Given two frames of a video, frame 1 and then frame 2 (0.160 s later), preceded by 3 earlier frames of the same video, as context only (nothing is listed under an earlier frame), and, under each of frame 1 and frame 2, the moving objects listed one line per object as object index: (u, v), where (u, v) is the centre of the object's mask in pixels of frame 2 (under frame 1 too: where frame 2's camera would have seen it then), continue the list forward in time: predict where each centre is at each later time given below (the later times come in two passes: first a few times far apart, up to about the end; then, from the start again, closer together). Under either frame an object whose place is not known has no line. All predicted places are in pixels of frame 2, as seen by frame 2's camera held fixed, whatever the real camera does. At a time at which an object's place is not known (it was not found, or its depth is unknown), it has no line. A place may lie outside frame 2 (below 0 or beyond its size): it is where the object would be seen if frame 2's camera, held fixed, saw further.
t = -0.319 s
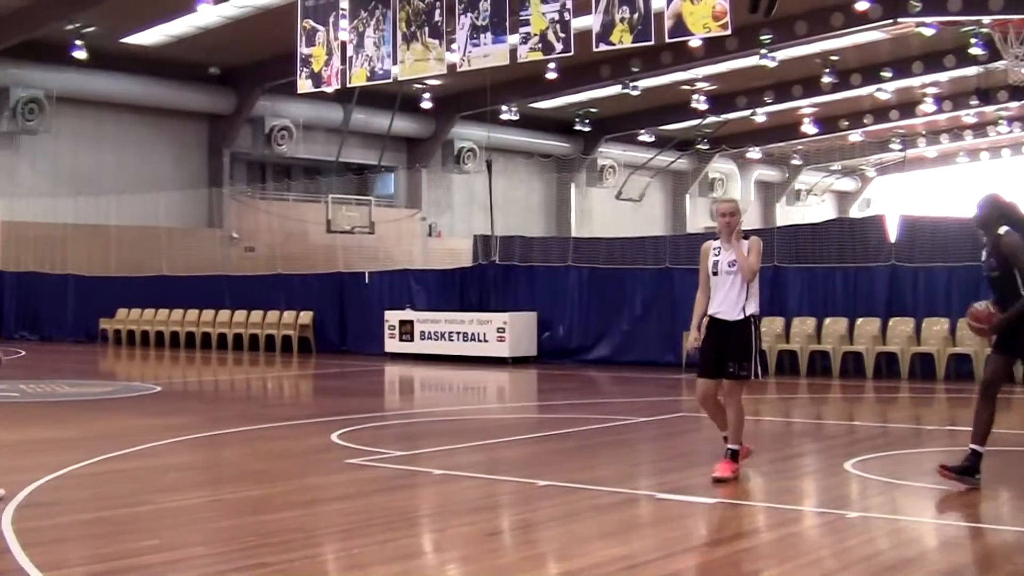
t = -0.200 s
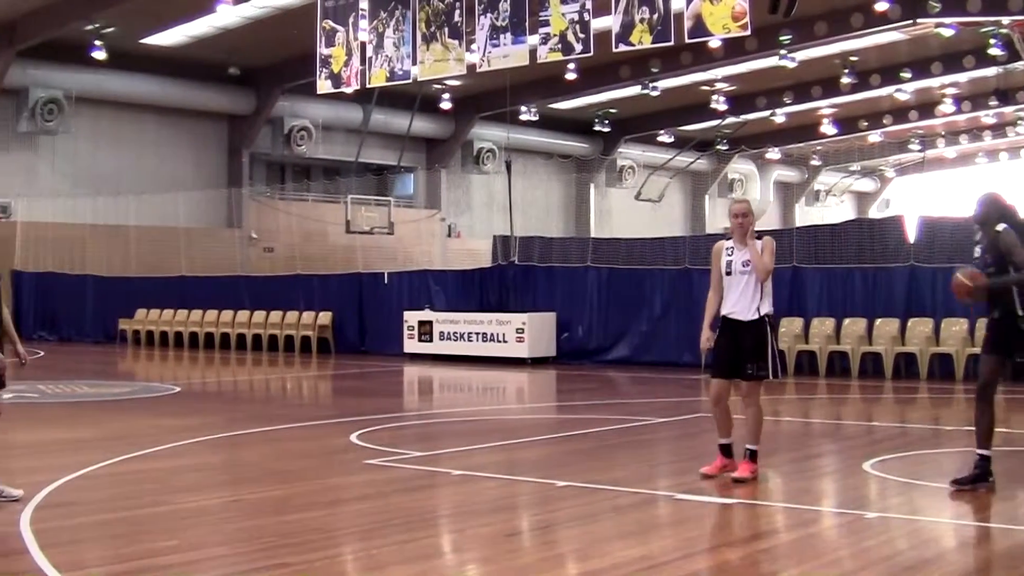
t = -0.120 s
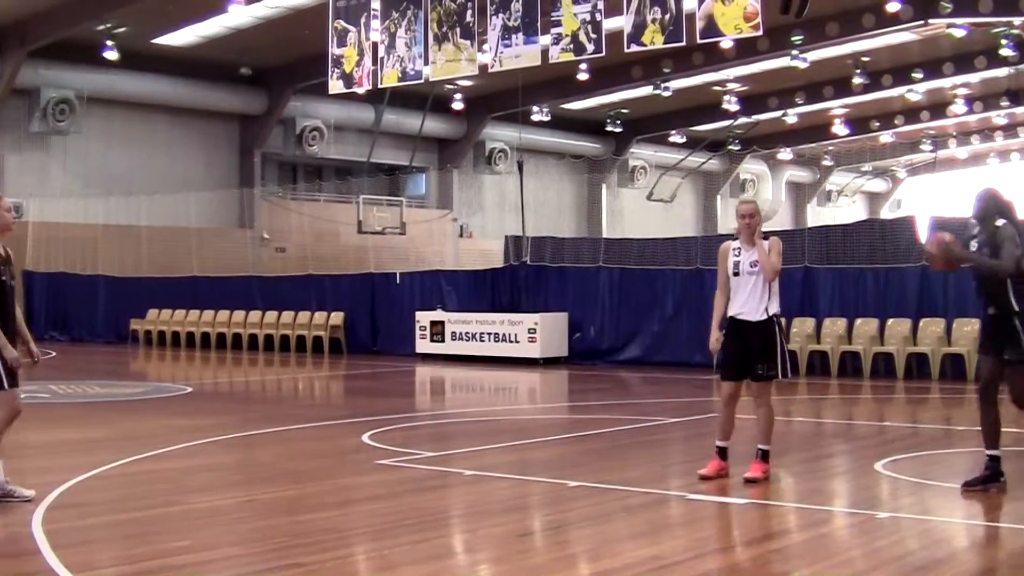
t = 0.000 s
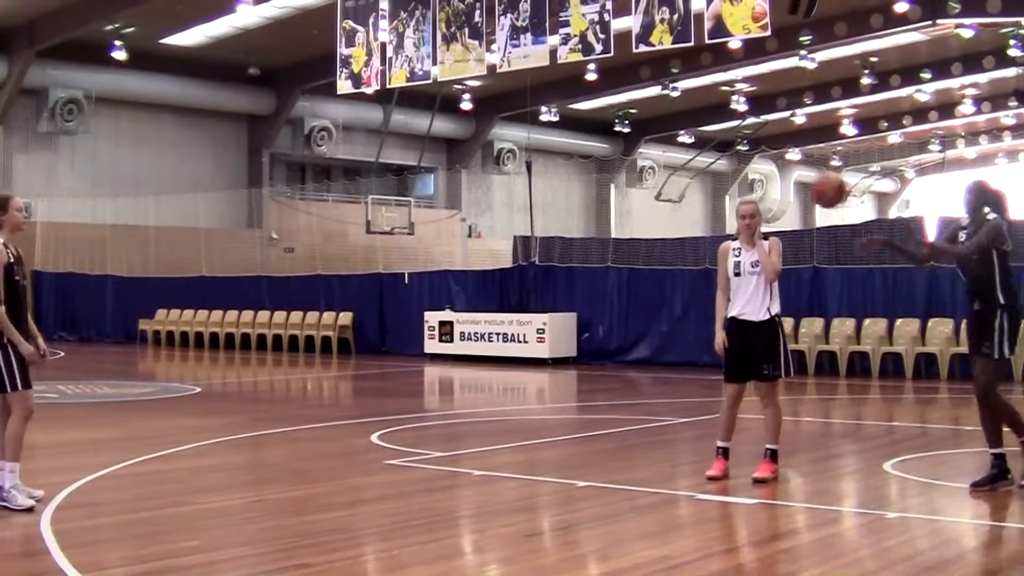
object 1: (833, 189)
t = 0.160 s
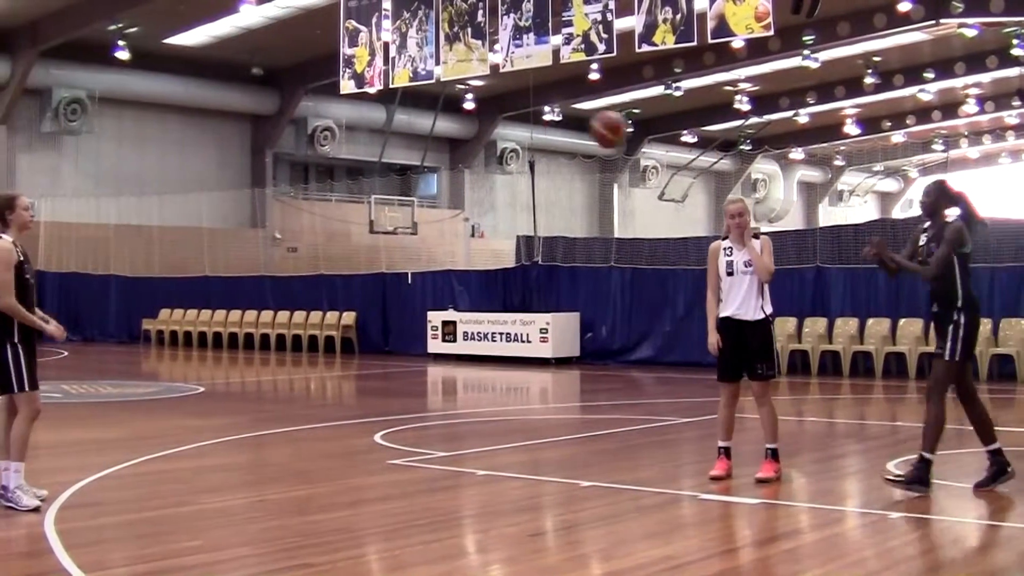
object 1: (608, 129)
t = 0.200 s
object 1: (565, 124)
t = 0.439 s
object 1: (298, 149)
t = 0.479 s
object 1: (255, 162)
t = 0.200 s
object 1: (565, 124)
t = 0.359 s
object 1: (385, 132)
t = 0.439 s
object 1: (298, 149)
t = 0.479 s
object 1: (255, 162)
